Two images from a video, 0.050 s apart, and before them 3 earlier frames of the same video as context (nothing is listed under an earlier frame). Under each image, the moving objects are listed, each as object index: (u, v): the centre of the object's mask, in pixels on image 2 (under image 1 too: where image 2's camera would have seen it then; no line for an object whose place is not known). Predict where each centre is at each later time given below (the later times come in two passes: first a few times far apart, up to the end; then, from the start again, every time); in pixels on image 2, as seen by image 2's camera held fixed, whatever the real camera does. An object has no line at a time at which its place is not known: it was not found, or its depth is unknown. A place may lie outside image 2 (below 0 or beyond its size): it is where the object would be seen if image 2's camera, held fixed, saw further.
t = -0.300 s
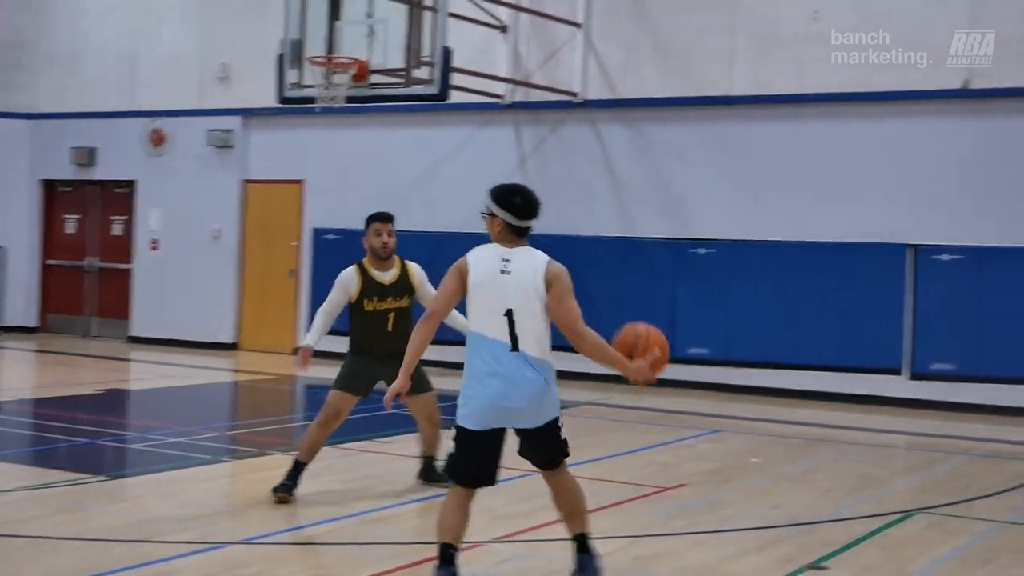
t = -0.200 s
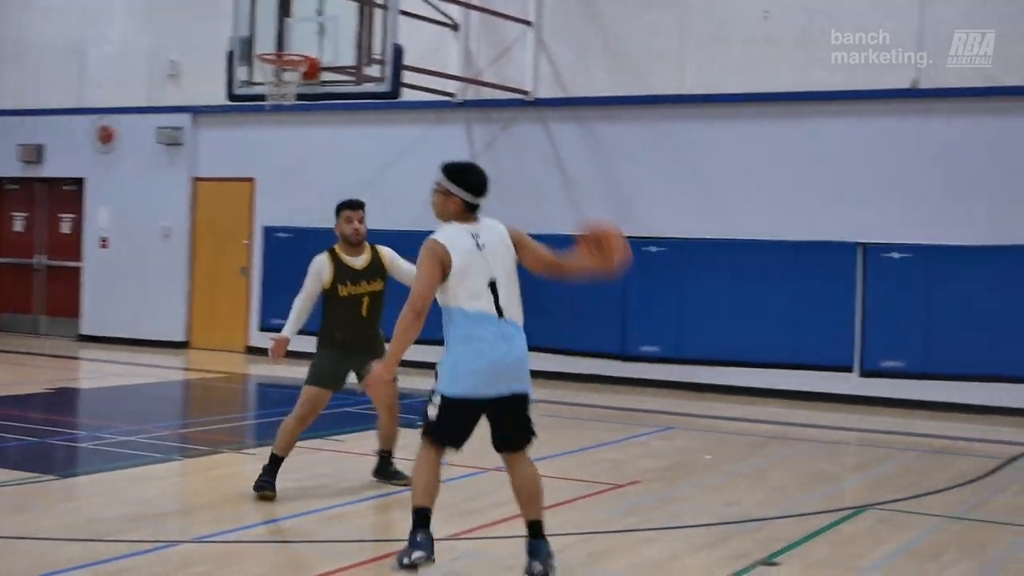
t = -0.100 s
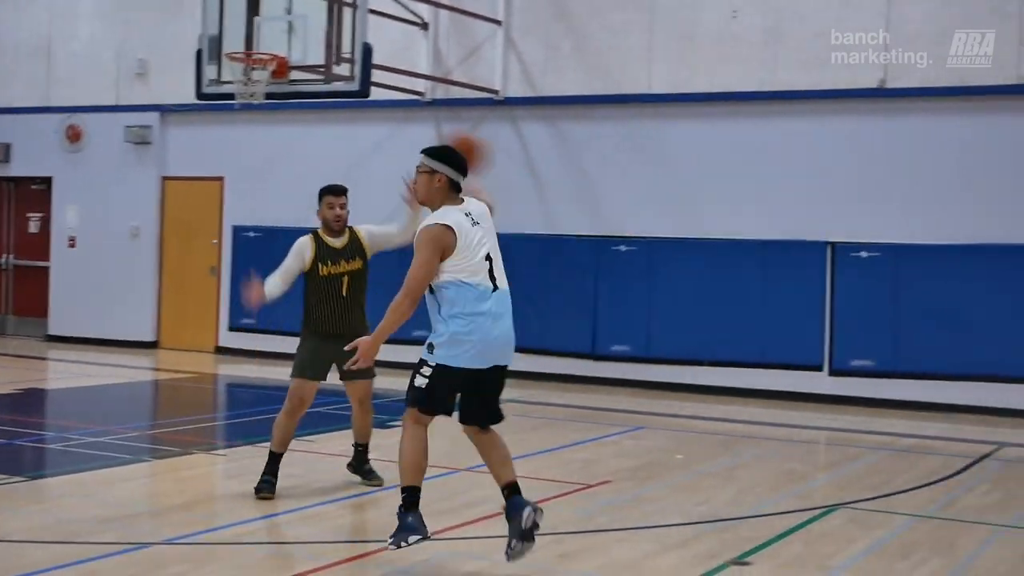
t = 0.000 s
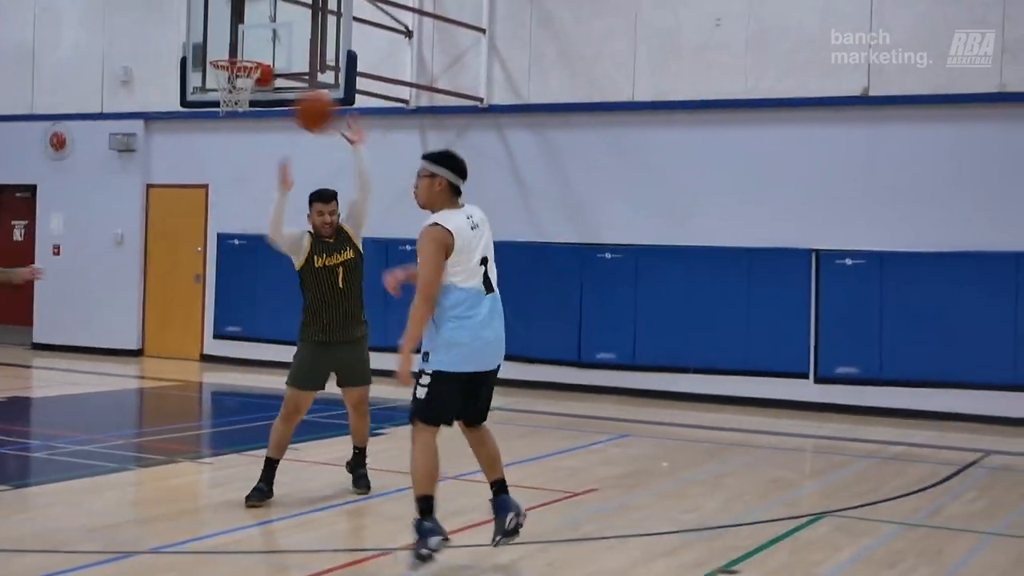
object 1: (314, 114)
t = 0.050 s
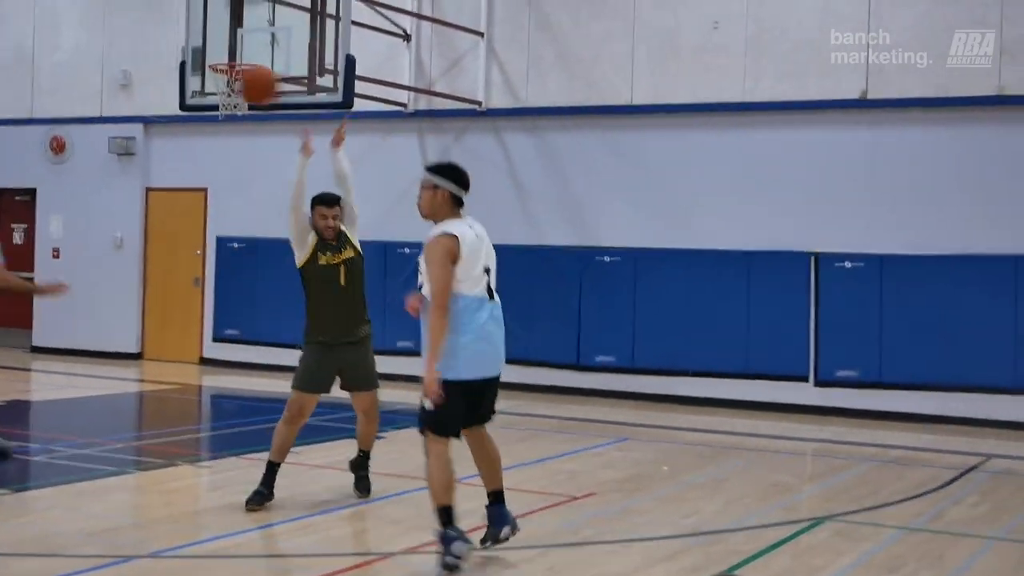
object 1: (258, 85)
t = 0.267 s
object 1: (56, 18)
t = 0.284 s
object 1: (42, 16)
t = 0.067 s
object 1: (239, 76)
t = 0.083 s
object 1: (222, 68)
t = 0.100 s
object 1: (205, 61)
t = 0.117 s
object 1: (189, 55)
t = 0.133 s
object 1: (172, 48)
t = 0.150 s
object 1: (157, 43)
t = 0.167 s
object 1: (141, 37)
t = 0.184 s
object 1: (126, 33)
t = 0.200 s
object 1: (111, 29)
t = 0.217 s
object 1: (97, 25)
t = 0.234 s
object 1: (83, 22)
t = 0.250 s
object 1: (69, 20)
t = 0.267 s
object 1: (56, 18)
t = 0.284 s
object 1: (42, 16)
